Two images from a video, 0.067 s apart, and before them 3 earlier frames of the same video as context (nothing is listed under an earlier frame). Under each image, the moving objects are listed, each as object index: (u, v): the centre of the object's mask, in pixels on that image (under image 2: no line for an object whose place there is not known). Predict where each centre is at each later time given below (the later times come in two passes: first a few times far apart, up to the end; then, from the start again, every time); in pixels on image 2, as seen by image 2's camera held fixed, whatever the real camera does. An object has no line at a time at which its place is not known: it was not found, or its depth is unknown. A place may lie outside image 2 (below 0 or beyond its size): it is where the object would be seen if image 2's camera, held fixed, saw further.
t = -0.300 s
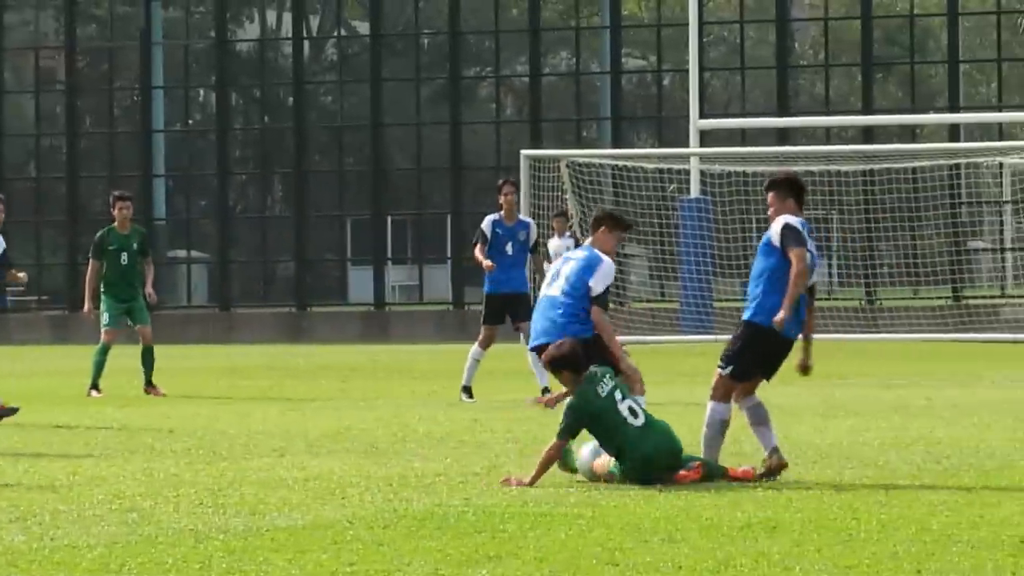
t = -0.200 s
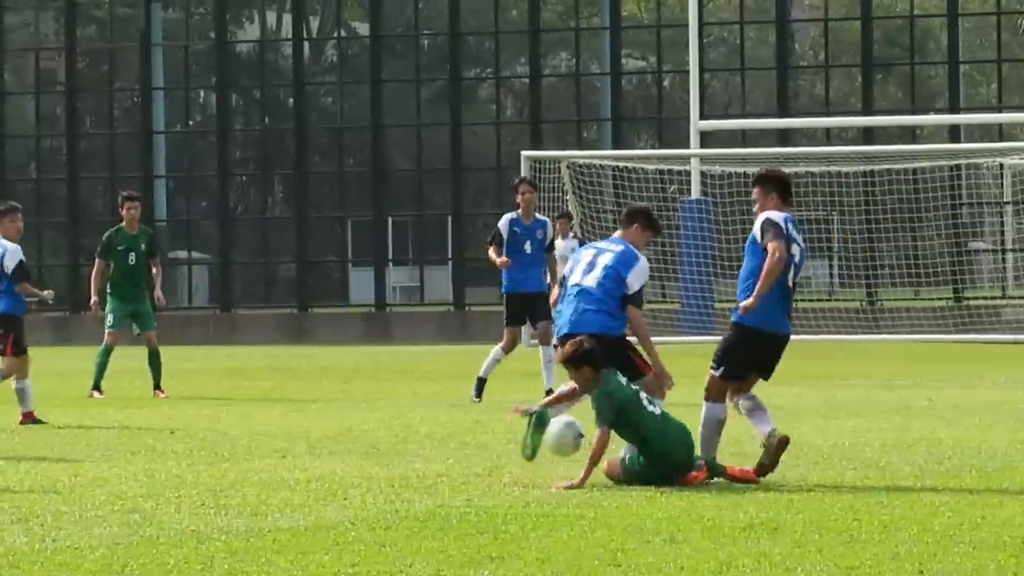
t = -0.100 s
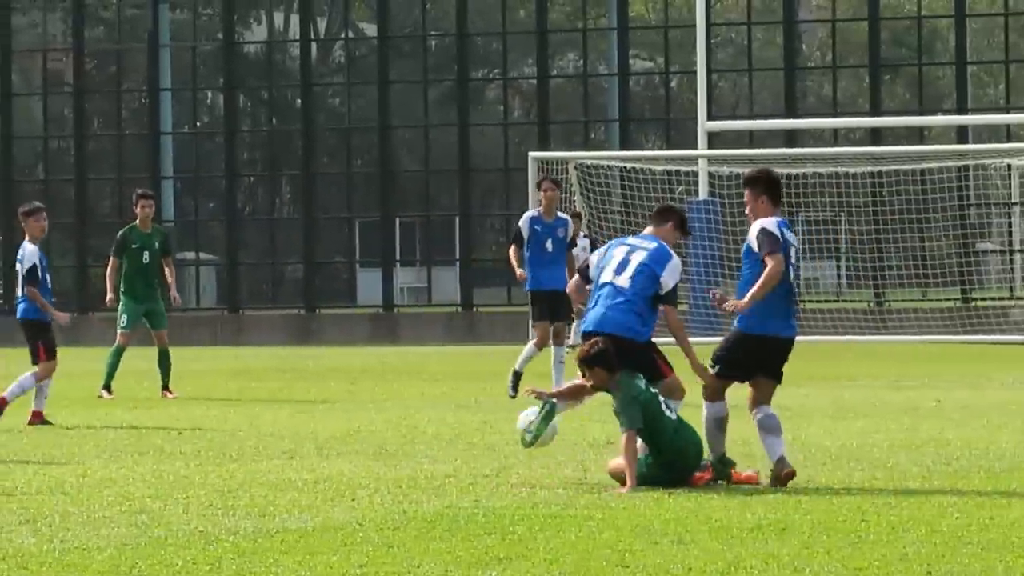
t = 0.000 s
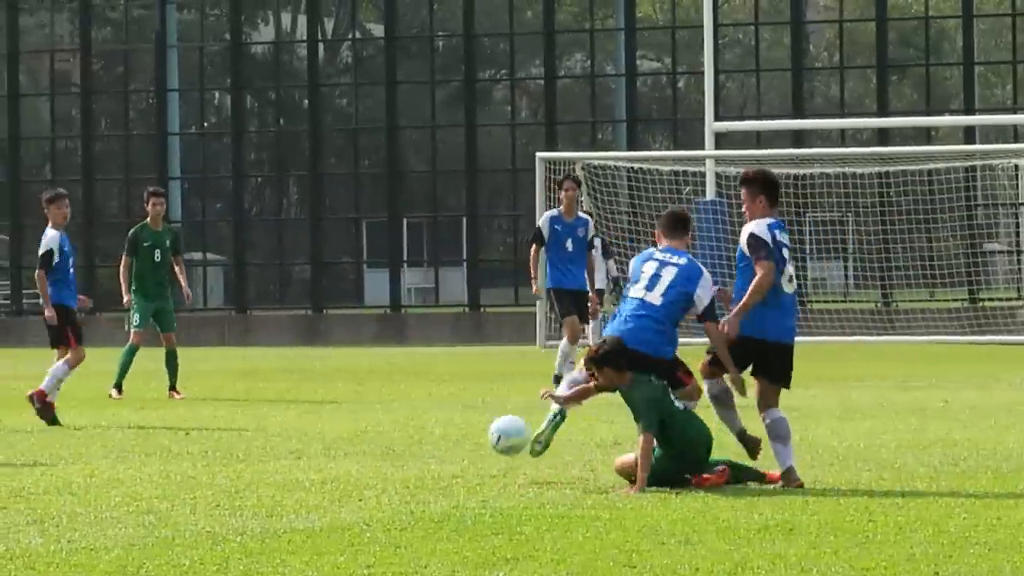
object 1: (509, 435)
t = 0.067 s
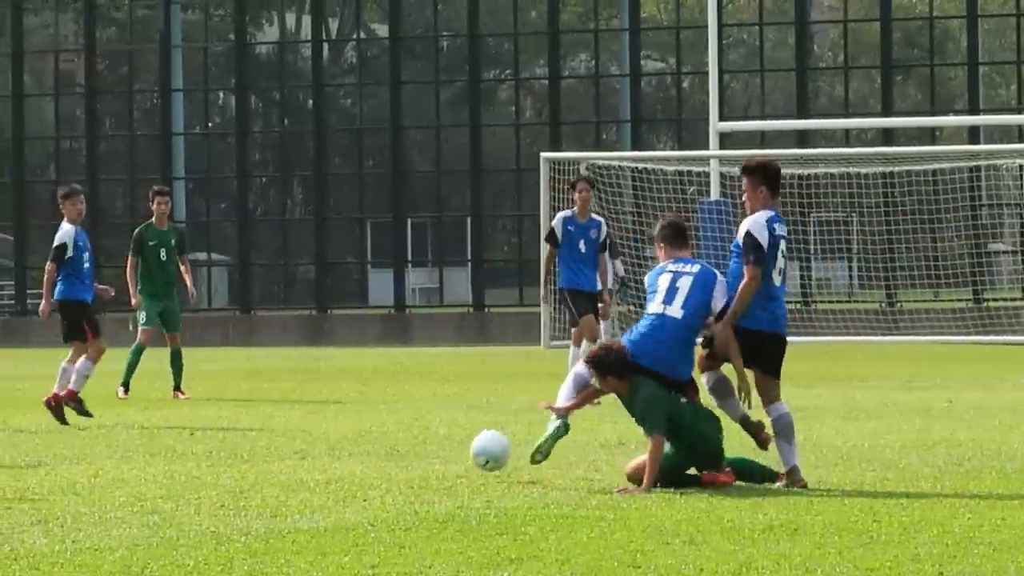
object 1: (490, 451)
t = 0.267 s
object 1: (445, 448)
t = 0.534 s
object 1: (396, 461)
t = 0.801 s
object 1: (351, 461)
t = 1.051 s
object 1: (320, 460)
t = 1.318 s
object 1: (296, 460)
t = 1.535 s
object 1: (285, 459)
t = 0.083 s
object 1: (484, 455)
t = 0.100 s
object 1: (479, 461)
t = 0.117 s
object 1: (474, 464)
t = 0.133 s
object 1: (471, 461)
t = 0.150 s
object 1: (467, 458)
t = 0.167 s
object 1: (464, 455)
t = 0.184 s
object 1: (460, 453)
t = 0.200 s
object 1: (458, 451)
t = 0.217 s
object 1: (454, 449)
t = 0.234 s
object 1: (451, 448)
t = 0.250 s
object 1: (448, 448)
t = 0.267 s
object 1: (445, 448)
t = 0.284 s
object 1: (442, 449)
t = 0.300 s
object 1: (439, 450)
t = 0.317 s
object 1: (436, 451)
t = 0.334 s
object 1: (433, 454)
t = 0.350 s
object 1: (430, 457)
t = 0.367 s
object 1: (427, 460)
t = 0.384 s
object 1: (424, 462)
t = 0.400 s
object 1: (421, 463)
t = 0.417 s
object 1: (418, 461)
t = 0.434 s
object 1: (415, 460)
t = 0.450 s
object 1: (412, 459)
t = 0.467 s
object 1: (408, 459)
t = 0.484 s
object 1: (405, 459)
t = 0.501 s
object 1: (402, 459)
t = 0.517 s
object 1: (399, 460)
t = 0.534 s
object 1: (396, 461)
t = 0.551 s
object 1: (393, 461)
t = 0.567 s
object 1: (390, 461)
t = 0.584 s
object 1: (387, 461)
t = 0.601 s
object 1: (384, 461)
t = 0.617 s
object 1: (381, 460)
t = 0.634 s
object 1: (379, 460)
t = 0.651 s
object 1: (375, 460)
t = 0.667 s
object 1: (373, 460)
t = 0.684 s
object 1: (370, 460)
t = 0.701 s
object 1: (367, 461)
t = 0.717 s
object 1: (365, 460)
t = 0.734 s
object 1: (361, 460)
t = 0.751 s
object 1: (359, 460)
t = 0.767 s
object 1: (357, 460)
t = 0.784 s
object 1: (354, 460)
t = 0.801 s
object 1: (351, 461)
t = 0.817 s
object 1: (349, 461)
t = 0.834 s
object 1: (347, 461)
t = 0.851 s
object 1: (344, 461)
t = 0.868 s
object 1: (342, 461)
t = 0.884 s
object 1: (340, 461)
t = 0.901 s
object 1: (337, 460)
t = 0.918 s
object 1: (335, 460)
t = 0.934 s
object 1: (334, 460)
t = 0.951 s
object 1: (331, 460)
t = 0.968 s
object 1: (329, 460)
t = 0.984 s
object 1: (327, 460)
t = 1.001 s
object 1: (325, 460)
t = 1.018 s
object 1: (323, 460)
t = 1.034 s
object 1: (322, 460)
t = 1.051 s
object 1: (320, 460)
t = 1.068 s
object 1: (318, 460)
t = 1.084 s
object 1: (317, 460)
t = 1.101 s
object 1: (314, 460)
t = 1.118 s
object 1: (313, 460)
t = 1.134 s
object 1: (312, 460)
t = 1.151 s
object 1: (310, 460)
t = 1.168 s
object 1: (309, 460)
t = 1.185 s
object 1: (308, 460)
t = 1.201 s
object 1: (306, 460)
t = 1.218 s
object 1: (305, 460)
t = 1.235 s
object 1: (304, 460)
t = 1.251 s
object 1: (302, 460)
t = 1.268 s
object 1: (300, 460)
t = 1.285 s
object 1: (299, 460)
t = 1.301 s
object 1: (298, 460)
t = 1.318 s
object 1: (296, 460)
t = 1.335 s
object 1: (295, 460)
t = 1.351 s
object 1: (294, 460)
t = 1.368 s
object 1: (293, 460)
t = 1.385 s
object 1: (292, 460)
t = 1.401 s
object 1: (291, 460)
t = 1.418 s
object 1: (290, 460)
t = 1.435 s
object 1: (289, 460)
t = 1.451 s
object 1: (288, 460)
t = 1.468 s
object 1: (287, 460)
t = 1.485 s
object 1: (287, 459)
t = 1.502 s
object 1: (286, 459)
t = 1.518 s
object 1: (285, 459)
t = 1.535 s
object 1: (285, 459)
